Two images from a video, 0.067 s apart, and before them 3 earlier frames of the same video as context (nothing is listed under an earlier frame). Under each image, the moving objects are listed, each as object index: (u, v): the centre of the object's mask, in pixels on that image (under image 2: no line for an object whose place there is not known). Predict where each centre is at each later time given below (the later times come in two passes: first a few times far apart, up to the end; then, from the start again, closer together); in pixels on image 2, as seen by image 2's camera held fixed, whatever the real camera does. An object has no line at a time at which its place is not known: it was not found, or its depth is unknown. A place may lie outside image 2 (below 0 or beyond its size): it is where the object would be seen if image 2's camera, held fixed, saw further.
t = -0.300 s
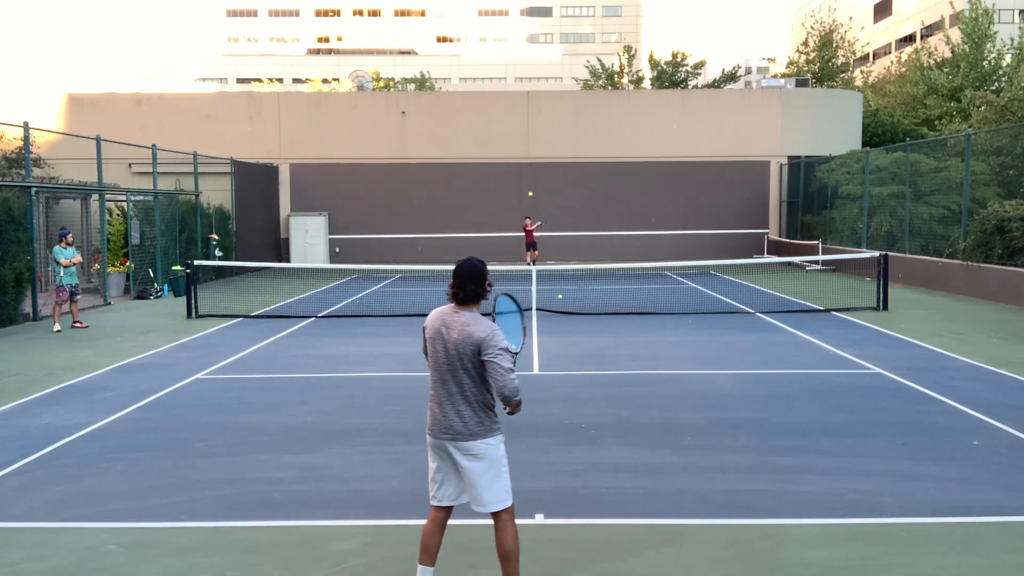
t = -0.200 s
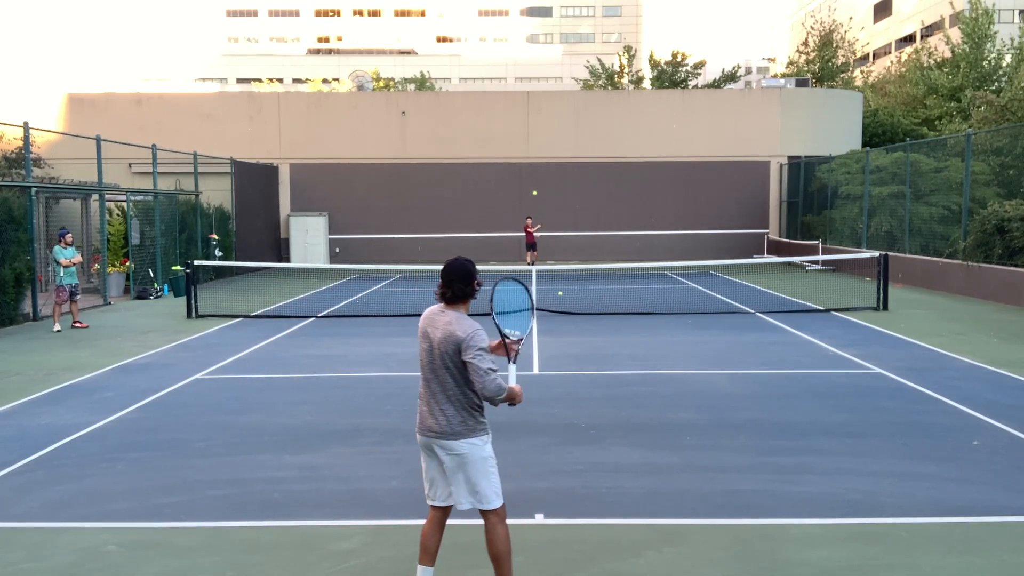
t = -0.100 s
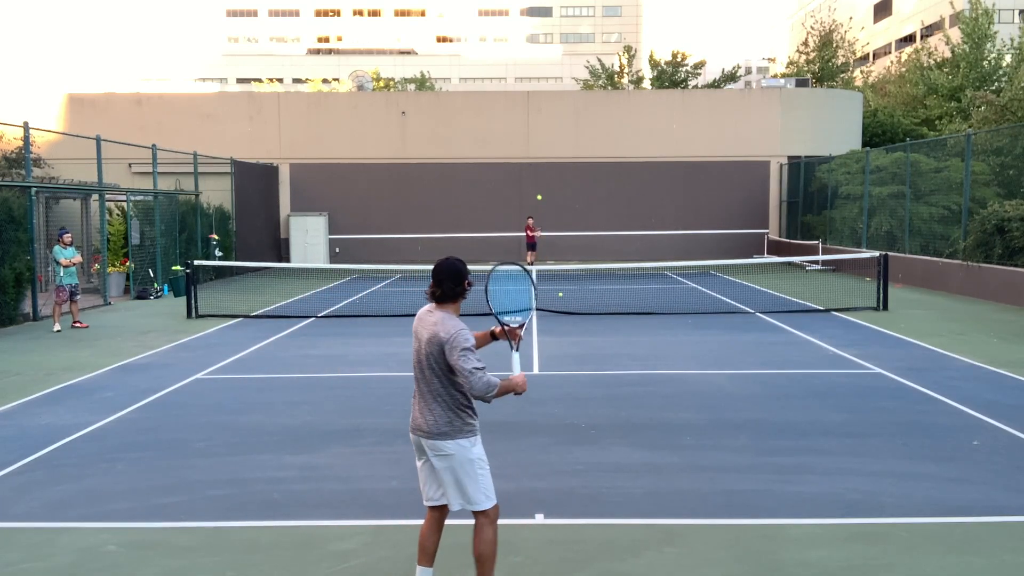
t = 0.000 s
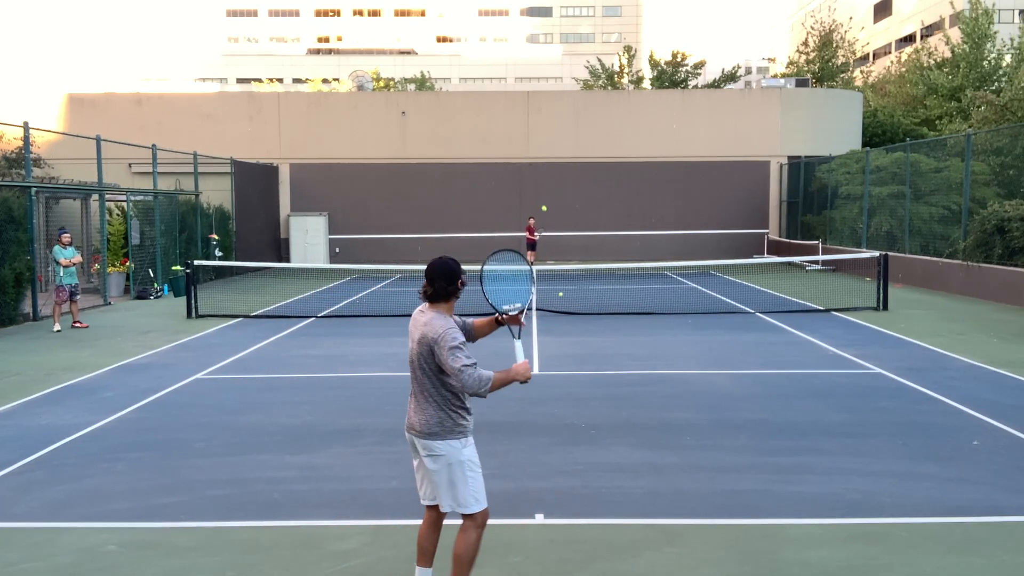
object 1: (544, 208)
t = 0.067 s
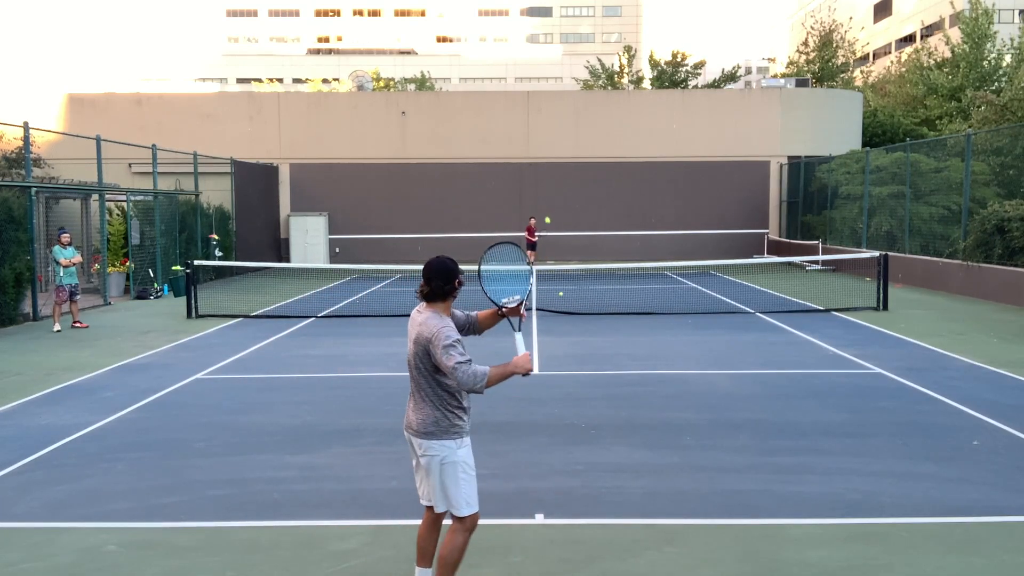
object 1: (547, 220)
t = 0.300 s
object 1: (561, 299)
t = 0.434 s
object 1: (569, 372)
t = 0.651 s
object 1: (579, 301)
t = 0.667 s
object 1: (580, 297)
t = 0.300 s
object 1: (561, 299)
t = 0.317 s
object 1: (562, 308)
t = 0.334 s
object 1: (563, 317)
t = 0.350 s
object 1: (564, 326)
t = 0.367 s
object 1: (565, 336)
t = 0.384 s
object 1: (566, 346)
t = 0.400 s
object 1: (567, 357)
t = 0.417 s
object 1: (568, 369)
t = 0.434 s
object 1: (569, 372)
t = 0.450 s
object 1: (570, 365)
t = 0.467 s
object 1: (571, 359)
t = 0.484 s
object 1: (571, 353)
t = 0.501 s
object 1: (572, 347)
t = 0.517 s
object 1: (573, 341)
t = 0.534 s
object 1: (574, 336)
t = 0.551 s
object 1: (574, 331)
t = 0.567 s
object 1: (575, 325)
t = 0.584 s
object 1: (576, 320)
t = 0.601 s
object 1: (576, 315)
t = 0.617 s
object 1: (577, 310)
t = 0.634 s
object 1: (578, 306)
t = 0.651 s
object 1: (579, 301)
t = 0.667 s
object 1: (580, 297)
